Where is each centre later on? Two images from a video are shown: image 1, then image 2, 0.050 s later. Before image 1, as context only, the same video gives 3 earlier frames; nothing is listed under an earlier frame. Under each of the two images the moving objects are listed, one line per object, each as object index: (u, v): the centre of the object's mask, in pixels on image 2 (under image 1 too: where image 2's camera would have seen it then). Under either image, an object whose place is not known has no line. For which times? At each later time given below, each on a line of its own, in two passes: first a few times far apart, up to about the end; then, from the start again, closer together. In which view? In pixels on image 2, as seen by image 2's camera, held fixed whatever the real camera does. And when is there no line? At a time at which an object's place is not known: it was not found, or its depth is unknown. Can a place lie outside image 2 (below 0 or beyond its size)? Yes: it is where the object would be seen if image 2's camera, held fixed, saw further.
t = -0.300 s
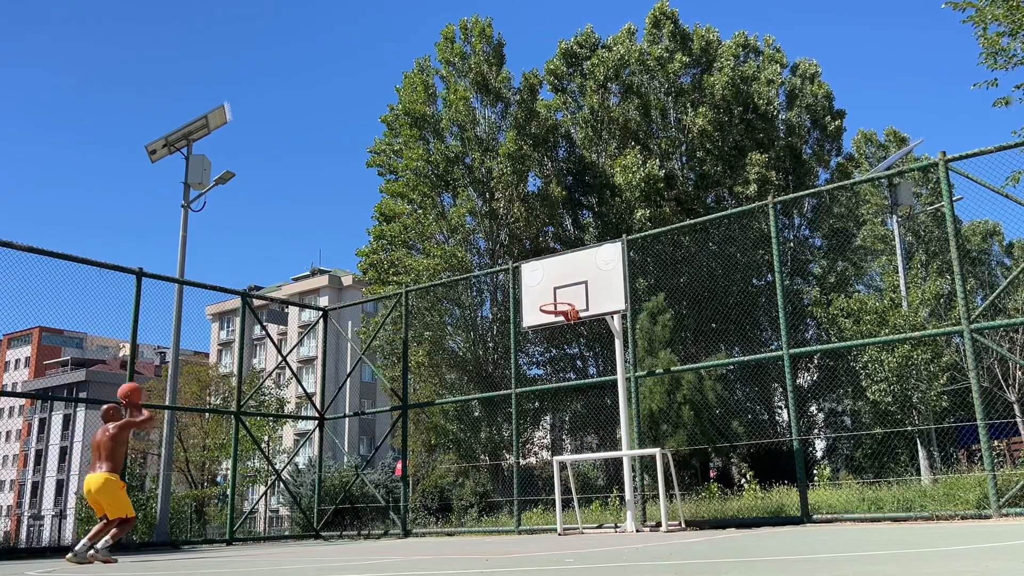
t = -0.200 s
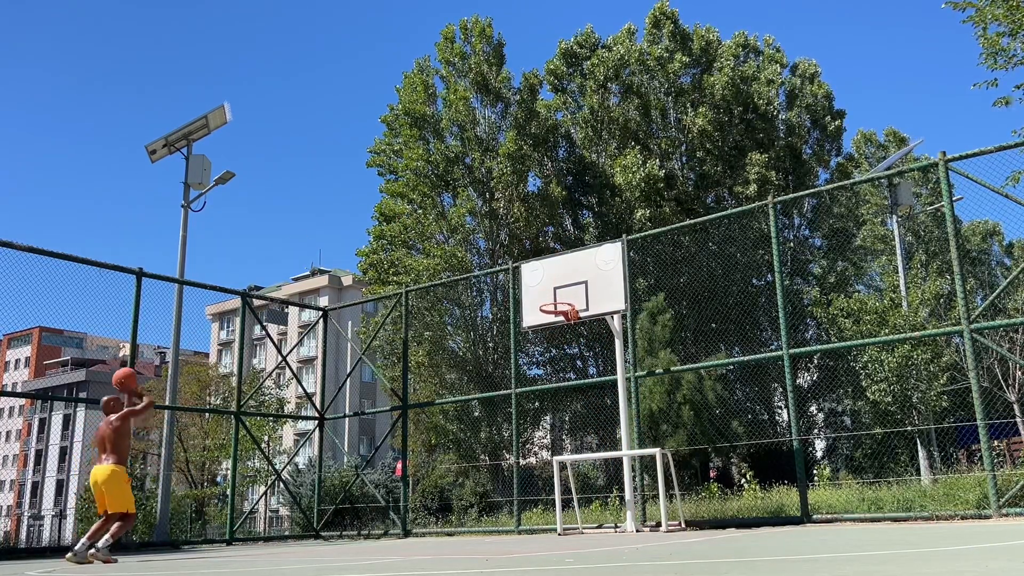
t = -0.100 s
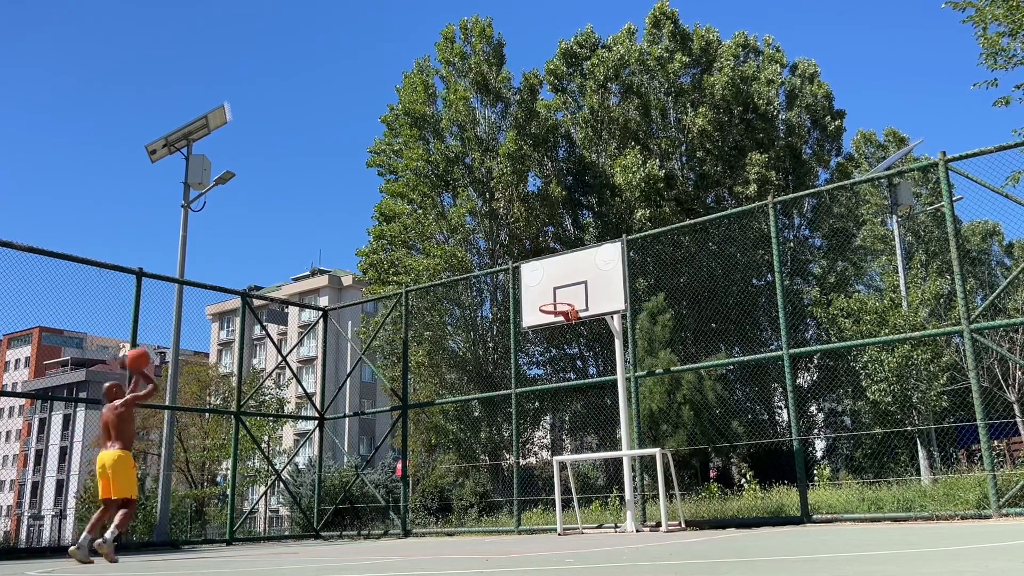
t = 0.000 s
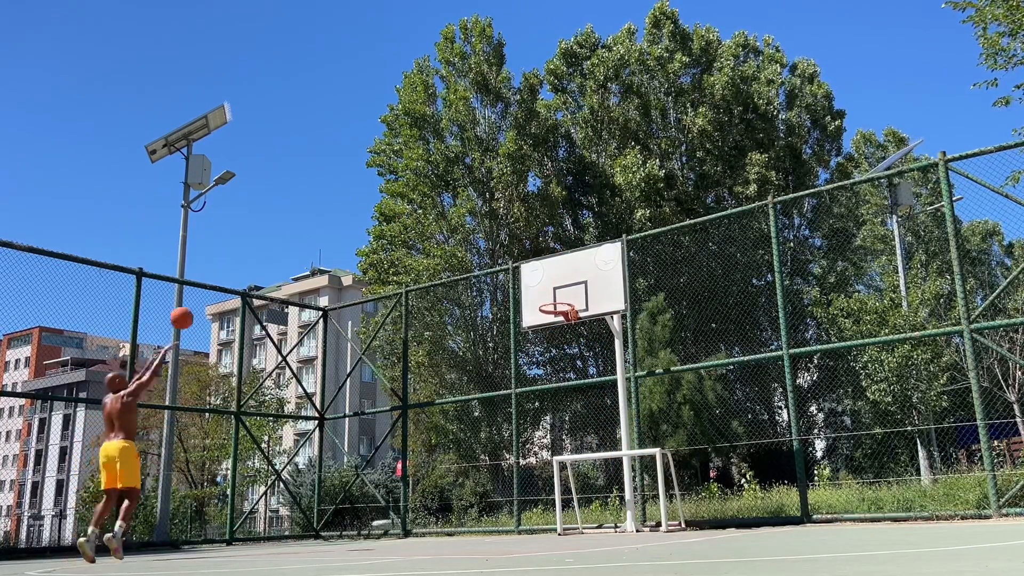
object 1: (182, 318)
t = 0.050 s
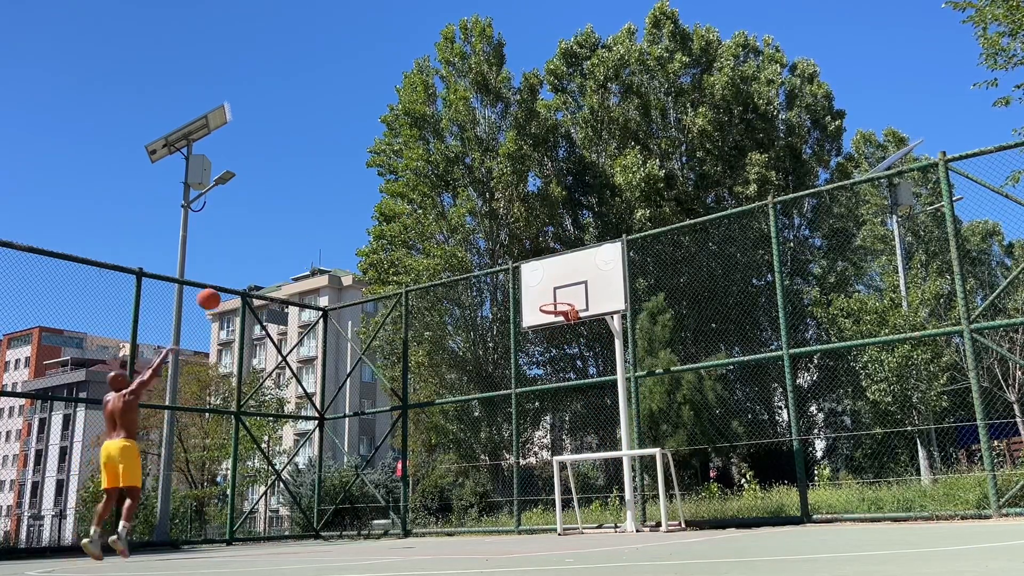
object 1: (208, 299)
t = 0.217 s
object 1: (292, 256)
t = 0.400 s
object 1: (373, 236)
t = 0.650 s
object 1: (471, 250)
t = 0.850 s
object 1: (538, 290)
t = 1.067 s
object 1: (579, 362)
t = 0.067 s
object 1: (217, 293)
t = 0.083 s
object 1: (226, 288)
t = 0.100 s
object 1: (235, 284)
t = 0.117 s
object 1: (244, 279)
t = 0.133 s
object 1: (252, 274)
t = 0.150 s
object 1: (260, 270)
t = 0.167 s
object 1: (268, 266)
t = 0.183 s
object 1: (276, 262)
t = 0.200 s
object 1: (284, 259)
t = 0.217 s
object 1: (292, 256)
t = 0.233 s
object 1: (300, 253)
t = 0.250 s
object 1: (307, 250)
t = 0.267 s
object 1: (315, 248)
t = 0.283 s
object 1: (322, 246)
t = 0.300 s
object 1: (330, 244)
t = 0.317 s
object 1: (337, 242)
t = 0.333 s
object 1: (344, 240)
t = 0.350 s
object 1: (351, 239)
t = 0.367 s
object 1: (358, 238)
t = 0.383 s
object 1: (365, 237)
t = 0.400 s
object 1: (373, 236)
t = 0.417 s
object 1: (379, 236)
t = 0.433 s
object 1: (385, 235)
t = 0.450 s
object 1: (392, 235)
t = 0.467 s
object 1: (399, 236)
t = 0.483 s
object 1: (406, 236)
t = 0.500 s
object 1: (412, 237)
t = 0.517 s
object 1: (418, 238)
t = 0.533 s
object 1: (426, 239)
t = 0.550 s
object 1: (434, 240)
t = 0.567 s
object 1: (438, 241)
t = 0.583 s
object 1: (444, 242)
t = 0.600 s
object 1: (450, 245)
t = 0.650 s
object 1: (471, 250)
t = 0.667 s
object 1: (474, 252)
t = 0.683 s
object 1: (479, 255)
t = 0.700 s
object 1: (486, 257)
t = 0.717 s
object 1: (493, 260)
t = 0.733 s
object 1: (498, 263)
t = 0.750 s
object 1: (504, 266)
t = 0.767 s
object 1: (509, 269)
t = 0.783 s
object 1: (516, 273)
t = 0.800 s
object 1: (521, 277)
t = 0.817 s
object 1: (527, 282)
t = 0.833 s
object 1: (532, 285)
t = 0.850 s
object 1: (538, 290)
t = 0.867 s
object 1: (544, 294)
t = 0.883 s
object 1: (549, 297)
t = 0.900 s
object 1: (555, 304)
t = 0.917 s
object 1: (560, 309)
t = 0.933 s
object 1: (564, 313)
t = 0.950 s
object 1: (568, 319)
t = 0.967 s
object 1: (571, 324)
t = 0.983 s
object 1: (572, 330)
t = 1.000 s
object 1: (574, 336)
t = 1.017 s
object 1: (574, 342)
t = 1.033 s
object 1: (576, 349)
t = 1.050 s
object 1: (578, 355)
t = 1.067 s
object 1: (579, 362)
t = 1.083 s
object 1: (580, 368)
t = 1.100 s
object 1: (583, 375)
